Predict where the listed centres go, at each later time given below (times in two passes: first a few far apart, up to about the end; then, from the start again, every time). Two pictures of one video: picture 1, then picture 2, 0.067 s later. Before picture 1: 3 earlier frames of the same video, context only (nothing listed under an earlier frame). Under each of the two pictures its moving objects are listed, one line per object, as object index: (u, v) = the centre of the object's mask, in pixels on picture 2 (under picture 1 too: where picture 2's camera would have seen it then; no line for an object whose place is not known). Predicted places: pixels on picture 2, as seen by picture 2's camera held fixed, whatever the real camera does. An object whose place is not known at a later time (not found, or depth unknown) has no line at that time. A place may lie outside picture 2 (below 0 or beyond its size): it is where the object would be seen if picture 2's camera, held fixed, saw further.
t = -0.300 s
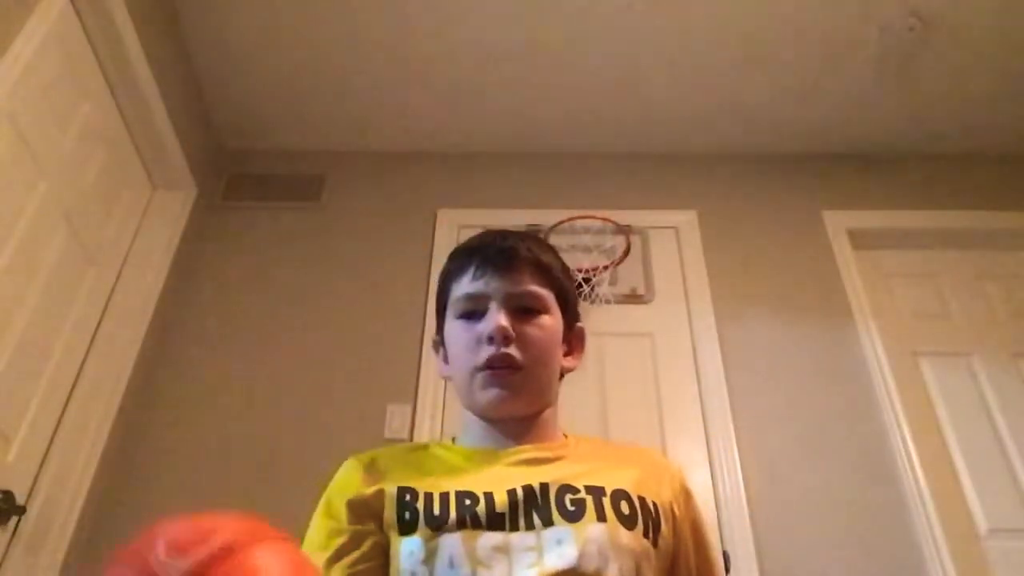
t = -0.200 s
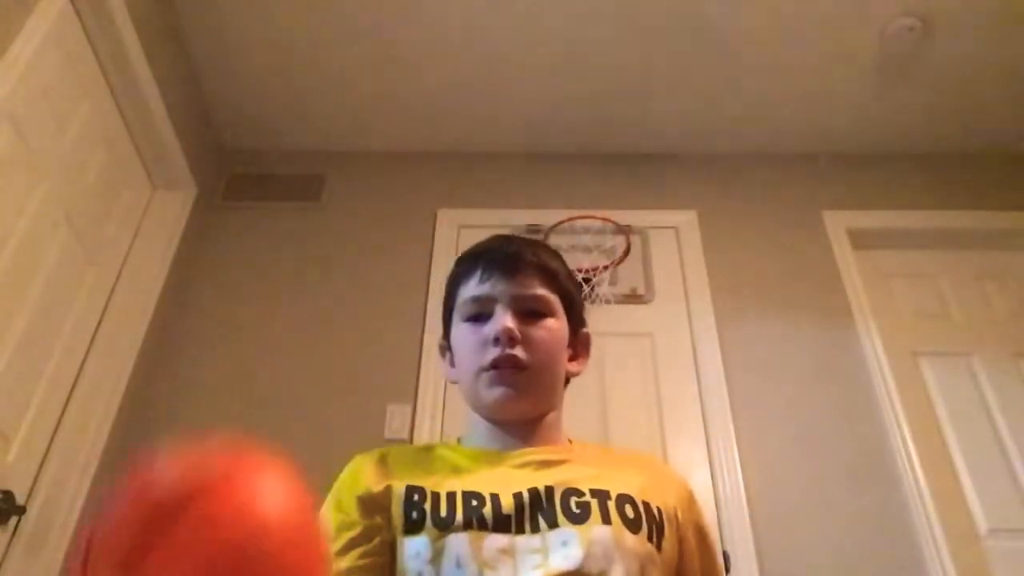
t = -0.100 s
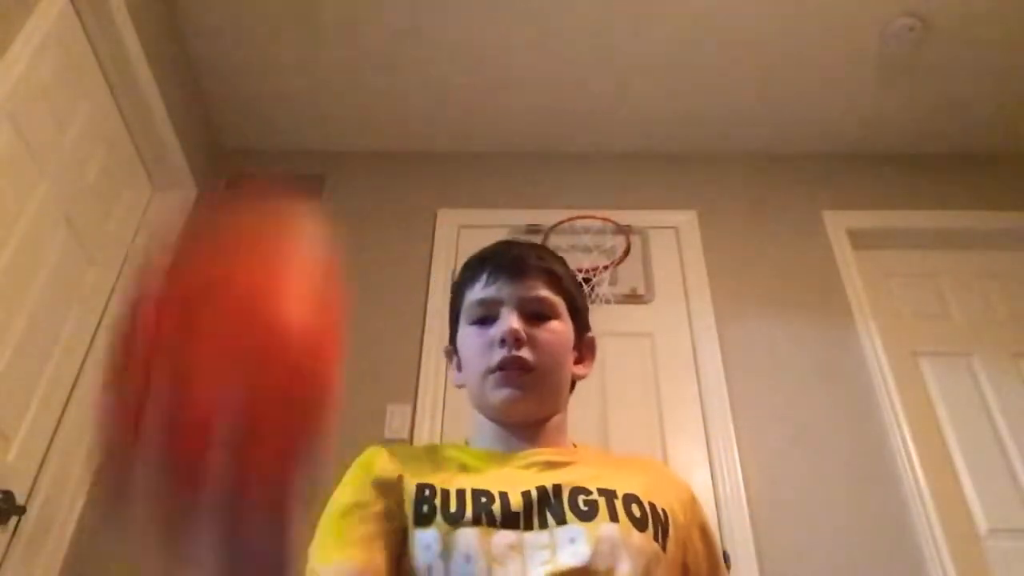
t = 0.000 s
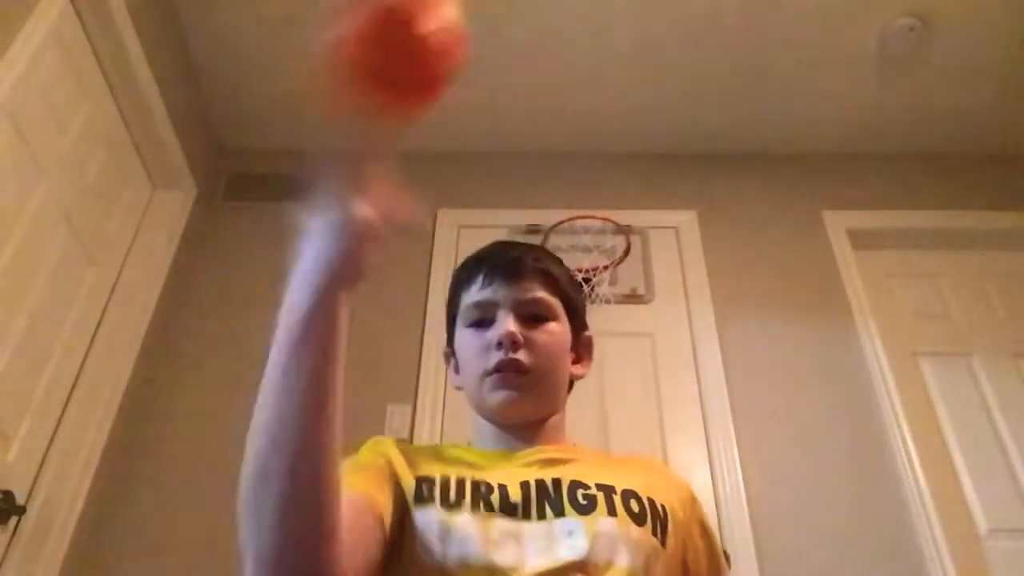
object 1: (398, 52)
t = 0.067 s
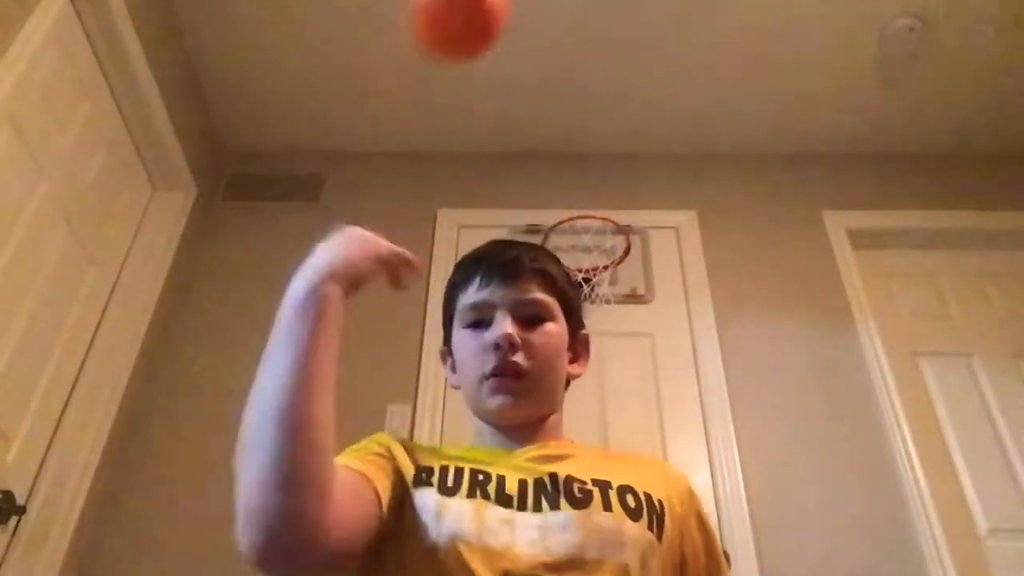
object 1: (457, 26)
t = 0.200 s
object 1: (517, 18)
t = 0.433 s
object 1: (567, 87)
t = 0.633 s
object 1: (597, 197)
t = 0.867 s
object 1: (619, 215)
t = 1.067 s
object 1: (612, 231)
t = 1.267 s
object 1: (595, 287)
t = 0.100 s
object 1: (477, 21)
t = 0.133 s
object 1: (493, 18)
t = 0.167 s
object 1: (506, 17)
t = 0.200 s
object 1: (517, 18)
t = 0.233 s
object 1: (527, 20)
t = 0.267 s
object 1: (535, 23)
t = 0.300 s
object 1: (541, 29)
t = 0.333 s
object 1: (549, 42)
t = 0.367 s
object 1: (554, 55)
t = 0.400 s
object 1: (561, 70)
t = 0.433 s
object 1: (567, 87)
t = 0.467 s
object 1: (572, 103)
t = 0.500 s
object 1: (577, 122)
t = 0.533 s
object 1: (582, 142)
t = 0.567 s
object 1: (588, 164)
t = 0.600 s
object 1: (593, 189)
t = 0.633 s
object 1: (597, 197)
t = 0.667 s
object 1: (600, 195)
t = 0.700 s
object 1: (603, 193)
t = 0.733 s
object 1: (605, 193)
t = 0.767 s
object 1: (609, 195)
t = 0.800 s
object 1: (612, 200)
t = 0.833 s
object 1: (617, 208)
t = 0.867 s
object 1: (619, 215)
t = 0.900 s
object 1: (620, 217)
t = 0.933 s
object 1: (619, 217)
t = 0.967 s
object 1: (619, 220)
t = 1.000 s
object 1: (617, 223)
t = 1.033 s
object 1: (616, 225)
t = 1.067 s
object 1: (612, 231)
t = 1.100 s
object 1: (609, 234)
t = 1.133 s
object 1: (605, 241)
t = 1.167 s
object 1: (603, 247)
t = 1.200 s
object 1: (596, 260)
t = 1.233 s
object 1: (595, 272)
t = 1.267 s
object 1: (595, 287)
